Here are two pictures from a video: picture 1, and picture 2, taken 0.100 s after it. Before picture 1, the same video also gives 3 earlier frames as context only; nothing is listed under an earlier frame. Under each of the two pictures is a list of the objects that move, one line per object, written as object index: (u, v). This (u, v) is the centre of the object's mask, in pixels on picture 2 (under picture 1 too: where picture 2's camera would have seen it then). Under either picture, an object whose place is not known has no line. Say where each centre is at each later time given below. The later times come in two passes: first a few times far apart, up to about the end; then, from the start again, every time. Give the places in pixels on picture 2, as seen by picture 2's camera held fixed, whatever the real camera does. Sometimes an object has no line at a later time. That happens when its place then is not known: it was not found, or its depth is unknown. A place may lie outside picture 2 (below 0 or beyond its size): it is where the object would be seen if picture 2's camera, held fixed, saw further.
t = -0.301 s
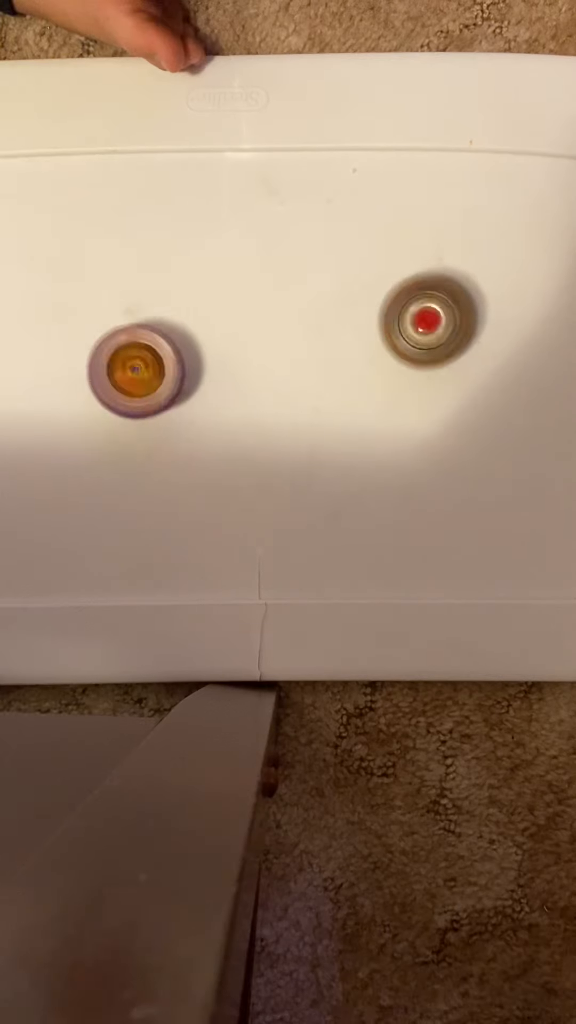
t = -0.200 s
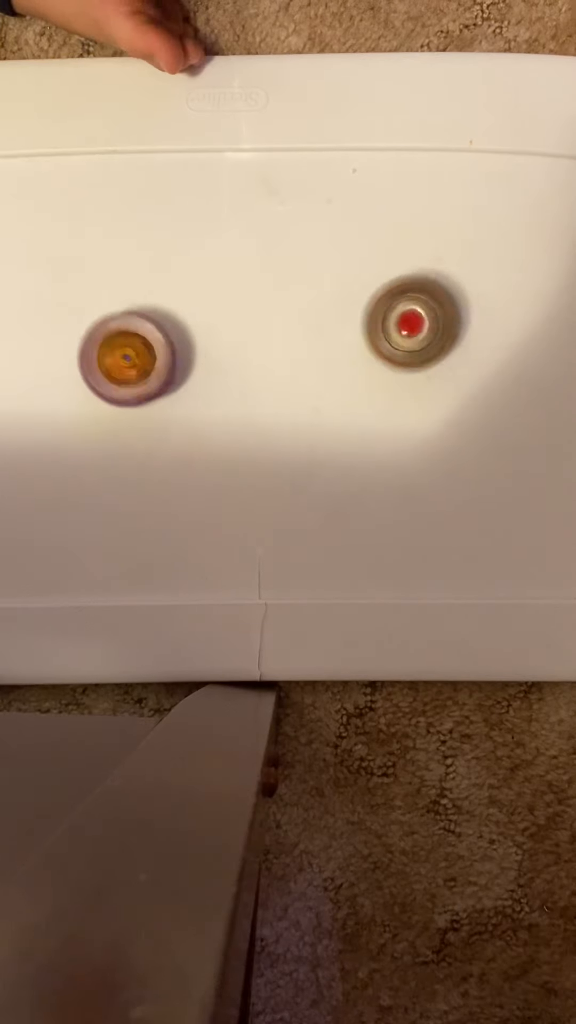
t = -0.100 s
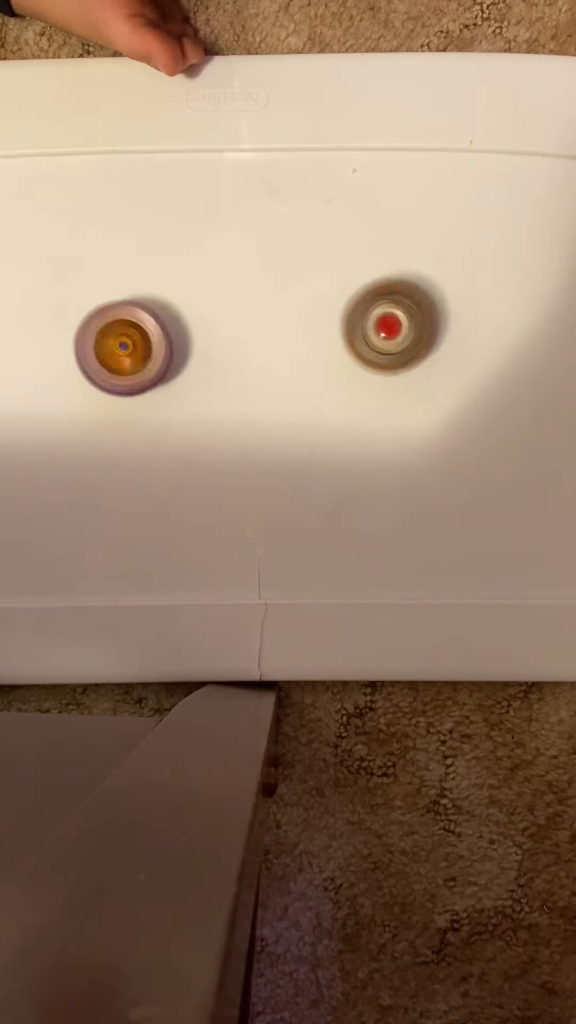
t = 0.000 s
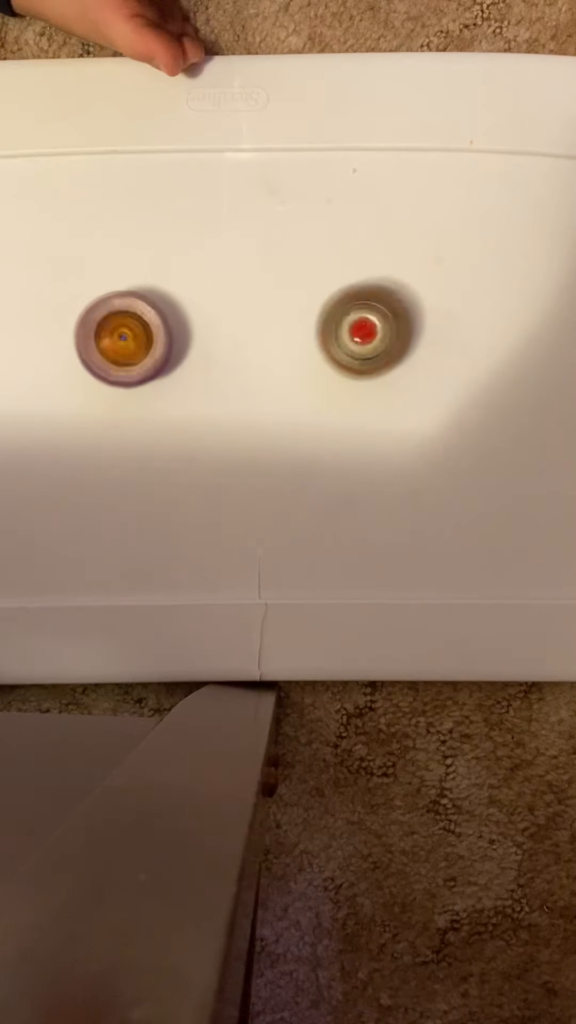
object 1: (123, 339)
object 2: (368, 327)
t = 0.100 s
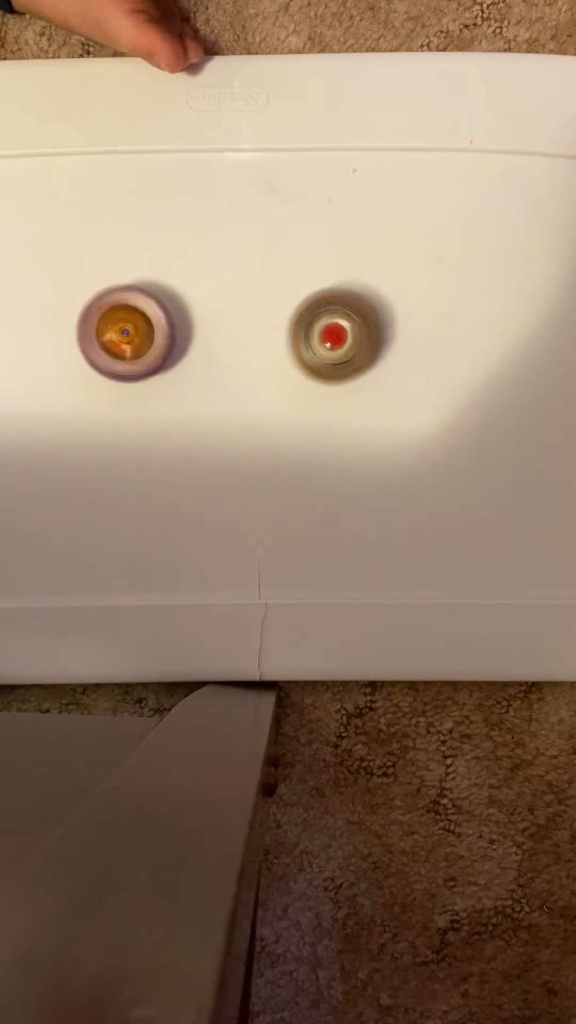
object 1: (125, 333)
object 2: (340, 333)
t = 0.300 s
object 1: (138, 325)
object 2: (282, 348)
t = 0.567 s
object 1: (127, 307)
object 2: (270, 393)
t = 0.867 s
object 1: (137, 311)
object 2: (260, 456)
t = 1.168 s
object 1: (161, 337)
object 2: (265, 481)
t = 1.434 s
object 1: (203, 381)
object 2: (267, 466)
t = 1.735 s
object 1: (198, 362)
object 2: (342, 501)
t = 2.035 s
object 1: (208, 356)
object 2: (396, 498)
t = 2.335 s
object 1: (227, 356)
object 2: (406, 459)
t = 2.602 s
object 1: (243, 358)
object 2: (378, 414)
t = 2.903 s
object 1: (232, 349)
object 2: (335, 399)
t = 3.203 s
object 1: (202, 335)
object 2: (283, 409)
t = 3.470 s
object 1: (177, 333)
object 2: (237, 420)
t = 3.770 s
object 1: (164, 332)
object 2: (206, 423)
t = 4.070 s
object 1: (167, 327)
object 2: (214, 433)
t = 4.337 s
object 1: (179, 330)
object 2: (229, 418)
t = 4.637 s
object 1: (168, 299)
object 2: (287, 446)
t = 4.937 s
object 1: (182, 307)
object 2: (315, 415)
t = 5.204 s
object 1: (199, 347)
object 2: (306, 371)
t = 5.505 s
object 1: (196, 396)
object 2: (289, 340)
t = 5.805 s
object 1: (186, 424)
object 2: (254, 337)
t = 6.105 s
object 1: (159, 437)
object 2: (231, 334)
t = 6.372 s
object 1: (138, 426)
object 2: (224, 340)
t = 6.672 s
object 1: (129, 404)
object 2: (242, 344)
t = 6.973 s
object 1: (144, 385)
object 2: (270, 347)
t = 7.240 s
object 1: (169, 381)
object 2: (297, 338)
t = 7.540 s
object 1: (184, 390)
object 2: (314, 314)
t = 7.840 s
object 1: (204, 402)
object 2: (290, 313)
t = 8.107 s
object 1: (199, 421)
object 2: (283, 322)
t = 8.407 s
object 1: (192, 425)
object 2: (273, 356)
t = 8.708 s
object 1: (176, 405)
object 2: (285, 357)
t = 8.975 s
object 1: (164, 368)
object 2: (299, 344)
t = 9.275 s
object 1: (167, 341)
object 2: (294, 335)
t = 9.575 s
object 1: (178, 337)
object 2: (279, 354)
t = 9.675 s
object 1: (173, 336)
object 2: (288, 365)
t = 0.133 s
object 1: (127, 331)
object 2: (330, 334)
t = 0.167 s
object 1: (128, 330)
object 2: (320, 336)
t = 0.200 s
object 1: (130, 329)
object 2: (311, 339)
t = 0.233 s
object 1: (132, 328)
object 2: (301, 342)
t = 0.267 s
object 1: (134, 326)
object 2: (292, 345)
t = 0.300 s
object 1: (138, 325)
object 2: (282, 348)
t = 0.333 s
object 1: (142, 325)
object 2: (273, 351)
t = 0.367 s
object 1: (144, 325)
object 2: (264, 354)
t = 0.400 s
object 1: (148, 325)
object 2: (255, 356)
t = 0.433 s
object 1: (150, 324)
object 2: (249, 360)
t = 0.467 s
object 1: (138, 316)
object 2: (259, 367)
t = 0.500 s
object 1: (131, 312)
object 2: (266, 376)
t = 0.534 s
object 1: (128, 309)
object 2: (269, 384)
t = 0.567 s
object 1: (127, 307)
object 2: (270, 393)
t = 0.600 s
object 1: (127, 306)
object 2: (270, 401)
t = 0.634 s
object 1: (128, 305)
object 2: (269, 409)
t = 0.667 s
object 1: (129, 305)
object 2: (268, 418)
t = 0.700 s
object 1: (129, 306)
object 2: (267, 424)
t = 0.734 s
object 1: (130, 306)
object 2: (263, 433)
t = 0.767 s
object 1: (131, 307)
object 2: (262, 440)
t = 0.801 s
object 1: (133, 307)
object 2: (261, 446)
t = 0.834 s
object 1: (135, 309)
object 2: (261, 452)
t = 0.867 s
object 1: (137, 311)
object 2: (260, 456)
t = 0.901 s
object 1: (139, 313)
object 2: (260, 462)
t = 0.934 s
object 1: (141, 315)
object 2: (260, 465)
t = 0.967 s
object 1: (144, 317)
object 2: (259, 470)
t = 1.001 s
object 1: (146, 320)
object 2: (260, 473)
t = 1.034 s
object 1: (150, 323)
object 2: (260, 476)
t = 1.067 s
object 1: (153, 327)
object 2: (262, 478)
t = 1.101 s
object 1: (156, 330)
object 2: (263, 479)
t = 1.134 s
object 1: (158, 333)
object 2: (263, 481)
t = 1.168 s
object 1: (161, 337)
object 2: (265, 481)
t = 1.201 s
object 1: (164, 340)
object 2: (265, 480)
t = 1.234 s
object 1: (169, 345)
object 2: (266, 480)
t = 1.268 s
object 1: (174, 351)
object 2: (267, 479)
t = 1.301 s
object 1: (178, 357)
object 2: (267, 477)
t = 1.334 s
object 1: (183, 364)
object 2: (267, 476)
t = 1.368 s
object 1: (189, 370)
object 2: (268, 472)
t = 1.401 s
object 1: (195, 376)
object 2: (267, 469)
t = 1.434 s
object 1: (203, 381)
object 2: (267, 466)
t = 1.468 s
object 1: (210, 386)
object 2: (267, 463)
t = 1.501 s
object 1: (205, 376)
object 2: (283, 473)
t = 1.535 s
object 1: (201, 370)
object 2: (296, 481)
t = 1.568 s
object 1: (199, 366)
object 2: (306, 486)
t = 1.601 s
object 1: (199, 365)
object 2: (314, 489)
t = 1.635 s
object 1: (198, 364)
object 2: (322, 493)
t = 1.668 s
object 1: (198, 364)
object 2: (329, 496)
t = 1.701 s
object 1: (198, 363)
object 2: (335, 498)
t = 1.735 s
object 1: (198, 362)
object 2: (342, 501)
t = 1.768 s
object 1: (198, 361)
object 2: (349, 503)
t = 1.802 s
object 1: (198, 360)
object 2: (356, 504)
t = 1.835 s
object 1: (198, 359)
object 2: (363, 505)
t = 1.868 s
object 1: (199, 357)
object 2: (370, 505)
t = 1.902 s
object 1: (200, 356)
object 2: (376, 505)
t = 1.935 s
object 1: (202, 356)
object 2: (382, 505)
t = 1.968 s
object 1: (204, 356)
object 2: (388, 502)
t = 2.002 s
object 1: (206, 356)
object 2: (392, 501)
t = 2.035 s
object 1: (208, 356)
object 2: (396, 498)
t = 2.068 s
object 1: (209, 356)
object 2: (400, 496)
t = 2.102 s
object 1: (210, 355)
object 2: (403, 492)
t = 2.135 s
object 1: (212, 355)
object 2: (405, 488)
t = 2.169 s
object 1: (214, 355)
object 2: (406, 484)
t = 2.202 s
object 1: (216, 356)
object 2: (407, 479)
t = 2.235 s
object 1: (219, 356)
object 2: (408, 475)
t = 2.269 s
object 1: (221, 356)
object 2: (408, 469)
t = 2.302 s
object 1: (223, 356)
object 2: (407, 464)
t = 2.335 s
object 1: (227, 356)
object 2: (406, 459)
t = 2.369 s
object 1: (229, 357)
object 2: (404, 453)
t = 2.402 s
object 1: (231, 357)
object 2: (401, 448)
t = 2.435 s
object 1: (233, 356)
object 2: (399, 441)
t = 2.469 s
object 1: (235, 356)
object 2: (395, 436)
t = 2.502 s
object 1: (237, 357)
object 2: (391, 430)
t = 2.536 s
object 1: (240, 357)
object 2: (387, 425)
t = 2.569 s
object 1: (241, 358)
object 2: (383, 419)
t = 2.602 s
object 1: (243, 358)
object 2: (378, 414)
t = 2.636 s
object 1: (244, 359)
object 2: (372, 409)
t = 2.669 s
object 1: (246, 360)
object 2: (366, 405)
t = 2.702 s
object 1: (247, 360)
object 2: (359, 401)
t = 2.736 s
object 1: (248, 361)
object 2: (350, 399)
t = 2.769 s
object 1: (249, 362)
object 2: (347, 395)
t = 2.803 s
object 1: (244, 357)
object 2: (345, 396)
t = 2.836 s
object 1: (239, 353)
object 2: (343, 399)
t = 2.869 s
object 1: (235, 351)
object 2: (340, 399)
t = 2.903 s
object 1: (232, 349)
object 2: (335, 399)
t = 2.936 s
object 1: (229, 347)
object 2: (329, 399)
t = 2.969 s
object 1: (227, 346)
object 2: (322, 400)
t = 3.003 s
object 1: (224, 345)
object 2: (315, 400)
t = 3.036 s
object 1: (221, 344)
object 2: (307, 401)
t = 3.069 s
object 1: (219, 343)
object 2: (301, 401)
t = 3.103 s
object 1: (214, 340)
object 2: (297, 405)
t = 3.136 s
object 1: (210, 338)
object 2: (293, 406)
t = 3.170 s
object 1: (206, 336)
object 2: (288, 408)
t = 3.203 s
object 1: (202, 335)
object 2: (283, 409)
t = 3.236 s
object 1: (198, 335)
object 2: (277, 411)
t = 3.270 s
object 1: (194, 334)
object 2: (272, 413)
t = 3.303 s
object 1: (191, 334)
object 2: (265, 414)
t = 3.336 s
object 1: (188, 333)
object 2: (260, 416)
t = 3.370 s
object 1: (185, 333)
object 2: (255, 417)
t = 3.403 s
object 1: (182, 333)
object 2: (249, 418)
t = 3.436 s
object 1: (179, 333)
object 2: (243, 419)
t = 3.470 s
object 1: (177, 333)
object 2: (237, 420)
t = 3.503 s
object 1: (175, 333)
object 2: (232, 421)
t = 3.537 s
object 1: (173, 333)
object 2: (226, 421)
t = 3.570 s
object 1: (171, 333)
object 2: (221, 421)
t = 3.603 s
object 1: (170, 334)
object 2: (217, 420)
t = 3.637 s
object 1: (168, 333)
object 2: (219, 417)
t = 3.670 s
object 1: (167, 332)
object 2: (212, 421)
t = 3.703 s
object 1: (166, 332)
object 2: (210, 423)
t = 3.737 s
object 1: (165, 332)
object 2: (208, 423)
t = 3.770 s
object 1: (164, 332)
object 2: (206, 423)
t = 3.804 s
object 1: (164, 333)
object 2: (205, 423)
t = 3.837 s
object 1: (164, 333)
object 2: (204, 423)
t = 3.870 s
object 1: (164, 334)
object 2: (203, 424)
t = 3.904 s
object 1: (163, 330)
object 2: (205, 427)
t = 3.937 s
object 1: (163, 329)
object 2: (208, 431)
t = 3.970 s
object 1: (163, 328)
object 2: (210, 433)
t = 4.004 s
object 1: (165, 326)
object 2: (211, 433)
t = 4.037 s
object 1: (166, 327)
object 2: (213, 434)
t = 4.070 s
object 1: (167, 327)
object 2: (214, 433)
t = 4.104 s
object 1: (167, 327)
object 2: (215, 433)
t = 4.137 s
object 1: (169, 328)
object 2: (217, 432)
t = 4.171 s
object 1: (170, 328)
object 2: (218, 431)
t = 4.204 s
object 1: (172, 329)
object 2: (220, 429)
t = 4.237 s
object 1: (174, 330)
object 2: (222, 426)
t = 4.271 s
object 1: (177, 330)
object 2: (224, 423)
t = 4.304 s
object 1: (179, 332)
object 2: (225, 419)
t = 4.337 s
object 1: (179, 330)
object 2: (229, 418)
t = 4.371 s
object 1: (171, 318)
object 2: (244, 430)
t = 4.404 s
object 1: (167, 310)
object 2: (254, 437)
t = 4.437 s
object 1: (166, 307)
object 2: (262, 441)
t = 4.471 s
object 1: (165, 306)
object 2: (268, 443)
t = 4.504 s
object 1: (165, 304)
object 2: (272, 445)
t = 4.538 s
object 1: (165, 302)
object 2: (276, 446)
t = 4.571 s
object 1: (166, 301)
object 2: (279, 446)
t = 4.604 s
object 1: (167, 300)
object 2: (283, 447)
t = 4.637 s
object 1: (168, 299)
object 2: (287, 446)
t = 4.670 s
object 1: (169, 298)
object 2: (291, 445)
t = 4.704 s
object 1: (170, 298)
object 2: (295, 444)
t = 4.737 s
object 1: (171, 298)
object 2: (299, 441)
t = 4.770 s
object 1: (173, 298)
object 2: (303, 437)
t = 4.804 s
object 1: (174, 299)
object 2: (306, 434)
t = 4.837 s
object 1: (176, 301)
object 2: (309, 430)
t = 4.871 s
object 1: (178, 303)
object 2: (312, 425)
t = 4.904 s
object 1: (180, 305)
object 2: (314, 421)
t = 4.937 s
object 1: (182, 307)
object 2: (315, 415)
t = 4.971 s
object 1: (185, 311)
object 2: (316, 408)
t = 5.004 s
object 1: (187, 314)
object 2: (319, 401)
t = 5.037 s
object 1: (189, 318)
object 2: (319, 395)
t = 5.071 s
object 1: (191, 321)
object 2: (315, 391)
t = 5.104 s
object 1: (193, 326)
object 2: (313, 386)
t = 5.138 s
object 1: (195, 332)
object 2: (313, 378)
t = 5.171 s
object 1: (197, 339)
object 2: (311, 374)
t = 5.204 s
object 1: (199, 347)
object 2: (306, 371)
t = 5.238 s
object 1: (201, 353)
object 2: (302, 367)
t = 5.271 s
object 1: (199, 359)
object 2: (309, 361)
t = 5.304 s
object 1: (197, 364)
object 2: (310, 358)
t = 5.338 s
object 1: (197, 370)
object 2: (308, 353)
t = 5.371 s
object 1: (197, 376)
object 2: (305, 350)
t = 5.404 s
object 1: (197, 382)
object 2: (302, 347)
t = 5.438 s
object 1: (197, 387)
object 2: (296, 345)
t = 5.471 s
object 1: (197, 392)
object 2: (293, 342)
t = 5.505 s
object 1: (196, 396)
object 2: (289, 340)
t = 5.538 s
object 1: (196, 399)
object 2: (285, 340)
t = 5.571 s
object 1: (194, 403)
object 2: (281, 338)
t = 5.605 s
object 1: (193, 407)
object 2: (277, 337)
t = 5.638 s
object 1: (192, 411)
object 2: (273, 337)
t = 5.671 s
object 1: (192, 414)
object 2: (269, 337)
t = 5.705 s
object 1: (190, 417)
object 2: (264, 337)
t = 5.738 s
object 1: (189, 420)
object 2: (261, 337)
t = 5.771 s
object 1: (188, 422)
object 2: (258, 336)
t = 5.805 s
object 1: (186, 424)
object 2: (254, 337)
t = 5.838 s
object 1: (185, 425)
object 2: (251, 338)
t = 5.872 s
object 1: (183, 427)
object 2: (246, 340)
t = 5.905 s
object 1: (181, 428)
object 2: (242, 341)
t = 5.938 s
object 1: (178, 430)
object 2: (239, 341)
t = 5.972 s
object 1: (177, 430)
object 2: (236, 342)
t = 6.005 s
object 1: (172, 436)
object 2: (236, 337)
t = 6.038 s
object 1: (168, 437)
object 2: (234, 335)
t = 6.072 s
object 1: (164, 437)
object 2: (232, 334)
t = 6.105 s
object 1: (159, 437)
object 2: (231, 334)
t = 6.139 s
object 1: (155, 437)
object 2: (229, 334)
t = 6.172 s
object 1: (152, 436)
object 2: (228, 334)
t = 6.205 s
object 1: (150, 436)
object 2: (227, 334)
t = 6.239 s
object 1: (147, 434)
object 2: (227, 335)
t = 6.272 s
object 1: (145, 432)
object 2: (226, 336)
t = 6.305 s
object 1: (142, 430)
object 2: (226, 337)
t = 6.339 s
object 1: (140, 428)
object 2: (225, 339)
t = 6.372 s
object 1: (138, 426)
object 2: (224, 340)
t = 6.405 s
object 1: (137, 423)
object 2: (223, 342)
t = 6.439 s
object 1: (137, 420)
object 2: (223, 343)
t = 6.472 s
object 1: (136, 417)
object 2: (223, 346)
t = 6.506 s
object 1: (135, 414)
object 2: (222, 348)
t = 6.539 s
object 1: (133, 410)
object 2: (222, 351)
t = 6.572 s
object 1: (129, 410)
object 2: (227, 348)
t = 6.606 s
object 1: (128, 409)
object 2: (234, 345)
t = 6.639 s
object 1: (128, 406)
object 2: (239, 344)
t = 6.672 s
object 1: (129, 404)
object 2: (242, 344)
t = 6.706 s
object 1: (129, 401)
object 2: (246, 344)
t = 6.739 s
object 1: (129, 399)
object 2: (250, 344)
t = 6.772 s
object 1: (129, 397)
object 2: (253, 345)
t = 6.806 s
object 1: (130, 395)
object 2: (257, 345)
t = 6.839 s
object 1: (132, 393)
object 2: (260, 345)
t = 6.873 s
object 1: (135, 391)
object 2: (263, 346)
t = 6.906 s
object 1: (138, 388)
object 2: (266, 346)
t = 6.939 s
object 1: (140, 386)
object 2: (268, 347)
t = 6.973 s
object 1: (144, 385)
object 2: (270, 347)
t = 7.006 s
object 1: (149, 384)
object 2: (272, 348)
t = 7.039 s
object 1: (154, 383)
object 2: (273, 349)
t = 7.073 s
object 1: (160, 381)
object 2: (274, 349)
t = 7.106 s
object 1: (165, 379)
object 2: (275, 350)
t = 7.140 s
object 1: (171, 378)
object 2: (274, 351)
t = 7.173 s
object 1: (170, 379)
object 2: (283, 346)
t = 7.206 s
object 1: (167, 380)
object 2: (291, 341)
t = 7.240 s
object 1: (169, 381)
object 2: (297, 338)
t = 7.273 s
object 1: (171, 382)
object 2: (299, 337)
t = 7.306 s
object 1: (171, 382)
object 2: (303, 335)
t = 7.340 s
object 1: (172, 382)
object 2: (306, 332)
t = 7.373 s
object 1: (174, 383)
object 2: (309, 330)
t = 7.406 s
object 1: (175, 385)
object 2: (310, 327)
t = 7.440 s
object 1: (178, 386)
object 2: (313, 322)
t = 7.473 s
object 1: (180, 387)
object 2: (314, 320)
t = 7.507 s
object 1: (182, 389)
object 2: (314, 318)
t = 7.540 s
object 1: (184, 390)
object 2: (314, 314)
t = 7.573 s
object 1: (186, 391)
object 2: (314, 312)
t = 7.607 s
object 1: (189, 392)
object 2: (313, 311)
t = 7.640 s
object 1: (191, 394)
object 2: (309, 309)
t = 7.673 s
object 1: (193, 395)
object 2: (307, 307)
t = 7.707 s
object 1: (195, 396)
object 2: (305, 307)
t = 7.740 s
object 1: (197, 398)
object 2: (301, 308)
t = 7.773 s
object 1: (200, 399)
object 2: (297, 308)
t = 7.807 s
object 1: (202, 401)
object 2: (294, 310)
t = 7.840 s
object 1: (204, 402)
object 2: (290, 313)
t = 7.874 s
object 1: (205, 403)
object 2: (285, 315)
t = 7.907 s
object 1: (207, 404)
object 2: (283, 317)
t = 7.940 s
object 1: (209, 405)
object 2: (279, 322)
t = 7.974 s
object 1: (207, 407)
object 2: (277, 323)
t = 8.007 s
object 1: (202, 415)
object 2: (282, 319)
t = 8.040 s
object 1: (201, 417)
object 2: (283, 318)
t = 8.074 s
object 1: (200, 419)
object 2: (283, 319)
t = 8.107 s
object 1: (199, 421)
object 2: (283, 322)
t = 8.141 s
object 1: (199, 422)
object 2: (283, 325)
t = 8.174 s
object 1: (198, 424)
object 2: (283, 329)
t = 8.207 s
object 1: (198, 424)
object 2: (282, 333)
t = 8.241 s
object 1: (197, 425)
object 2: (281, 337)
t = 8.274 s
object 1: (197, 425)
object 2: (280, 341)
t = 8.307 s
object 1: (196, 425)
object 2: (278, 344)
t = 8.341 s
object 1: (195, 425)
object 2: (277, 347)
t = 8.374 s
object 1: (194, 424)
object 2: (274, 353)
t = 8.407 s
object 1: (192, 425)
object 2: (273, 356)
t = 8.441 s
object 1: (188, 424)
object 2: (273, 356)
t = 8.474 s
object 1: (184, 423)
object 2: (277, 355)
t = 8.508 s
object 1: (182, 420)
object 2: (279, 356)
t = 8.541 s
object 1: (181, 419)
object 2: (280, 356)
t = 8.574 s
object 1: (179, 417)
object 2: (283, 356)
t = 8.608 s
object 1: (178, 414)
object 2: (284, 357)
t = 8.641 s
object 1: (177, 412)
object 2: (284, 357)
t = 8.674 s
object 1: (176, 409)
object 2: (285, 357)
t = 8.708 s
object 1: (176, 405)
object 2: (285, 357)
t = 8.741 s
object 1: (176, 400)
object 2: (284, 357)
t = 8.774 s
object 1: (177, 396)
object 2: (284, 356)
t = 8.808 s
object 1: (179, 391)
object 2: (283, 356)
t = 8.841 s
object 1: (178, 386)
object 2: (282, 356)
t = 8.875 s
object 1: (171, 382)
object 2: (290, 352)
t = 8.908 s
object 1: (167, 376)
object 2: (295, 348)
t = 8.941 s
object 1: (164, 371)
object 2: (297, 346)
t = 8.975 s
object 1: (164, 368)
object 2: (299, 344)
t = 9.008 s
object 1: (163, 364)
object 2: (300, 343)
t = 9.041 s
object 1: (162, 360)
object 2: (301, 342)
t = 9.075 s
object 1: (162, 357)
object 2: (301, 340)
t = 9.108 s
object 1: (162, 353)
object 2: (301, 339)
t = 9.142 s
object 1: (162, 350)
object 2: (301, 337)
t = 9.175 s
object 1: (163, 348)
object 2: (300, 336)
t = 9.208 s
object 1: (164, 345)
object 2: (299, 336)
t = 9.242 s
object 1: (166, 343)
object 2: (297, 335)
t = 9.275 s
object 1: (167, 341)
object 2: (294, 335)
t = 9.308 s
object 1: (169, 340)
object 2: (290, 337)
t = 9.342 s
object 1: (172, 338)
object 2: (287, 337)
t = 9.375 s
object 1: (174, 338)
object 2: (283, 338)
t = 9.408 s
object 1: (175, 335)
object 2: (282, 341)
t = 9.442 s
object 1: (174, 334)
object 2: (284, 343)
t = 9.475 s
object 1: (175, 334)
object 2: (285, 344)
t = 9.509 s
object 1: (176, 335)
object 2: (284, 347)
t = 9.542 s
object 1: (178, 337)
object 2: (282, 350)
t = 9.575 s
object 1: (178, 337)
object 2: (279, 354)
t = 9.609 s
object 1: (175, 336)
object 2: (283, 358)
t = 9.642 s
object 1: (173, 336)
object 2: (286, 362)
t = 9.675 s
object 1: (173, 336)
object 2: (288, 365)
